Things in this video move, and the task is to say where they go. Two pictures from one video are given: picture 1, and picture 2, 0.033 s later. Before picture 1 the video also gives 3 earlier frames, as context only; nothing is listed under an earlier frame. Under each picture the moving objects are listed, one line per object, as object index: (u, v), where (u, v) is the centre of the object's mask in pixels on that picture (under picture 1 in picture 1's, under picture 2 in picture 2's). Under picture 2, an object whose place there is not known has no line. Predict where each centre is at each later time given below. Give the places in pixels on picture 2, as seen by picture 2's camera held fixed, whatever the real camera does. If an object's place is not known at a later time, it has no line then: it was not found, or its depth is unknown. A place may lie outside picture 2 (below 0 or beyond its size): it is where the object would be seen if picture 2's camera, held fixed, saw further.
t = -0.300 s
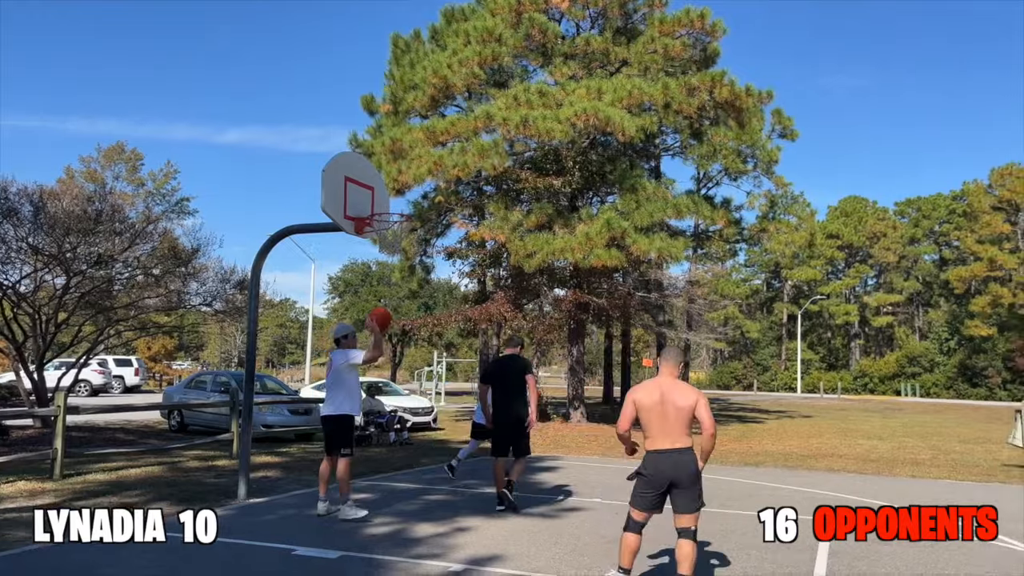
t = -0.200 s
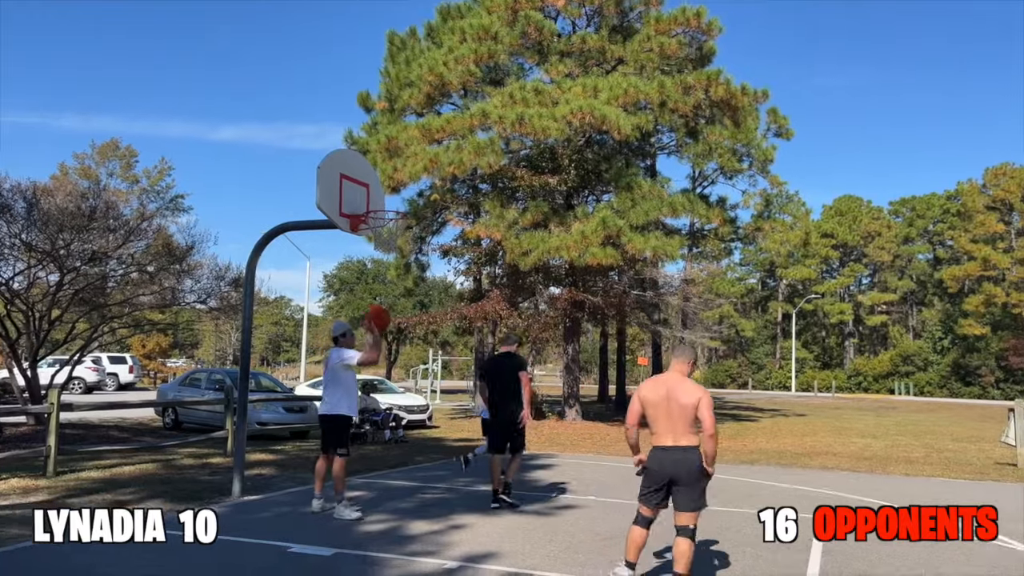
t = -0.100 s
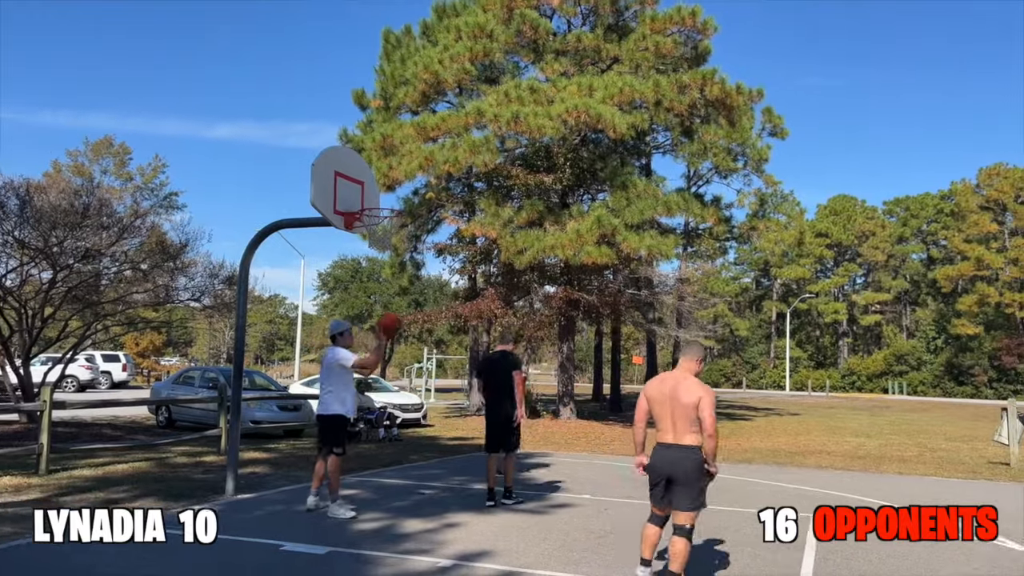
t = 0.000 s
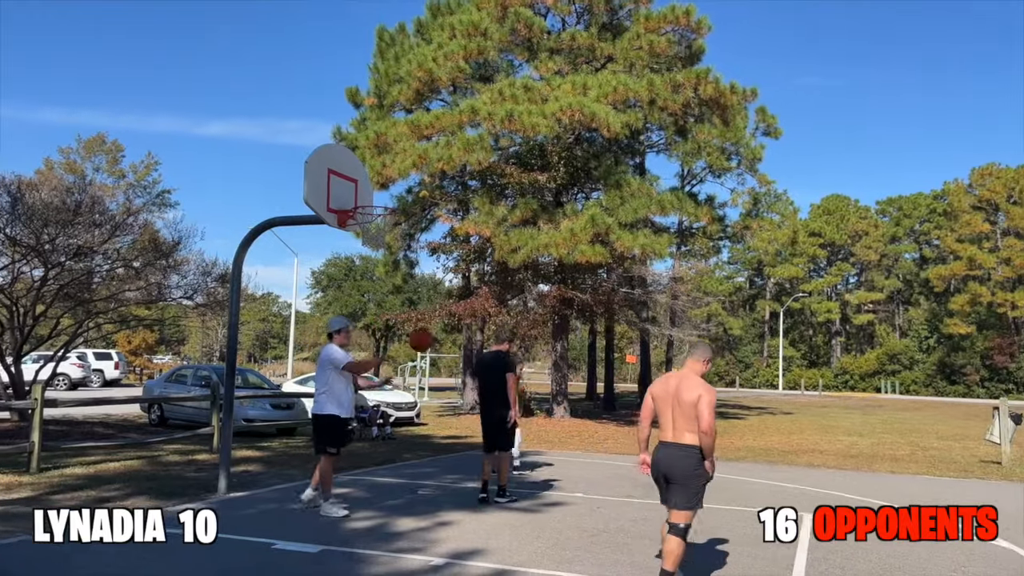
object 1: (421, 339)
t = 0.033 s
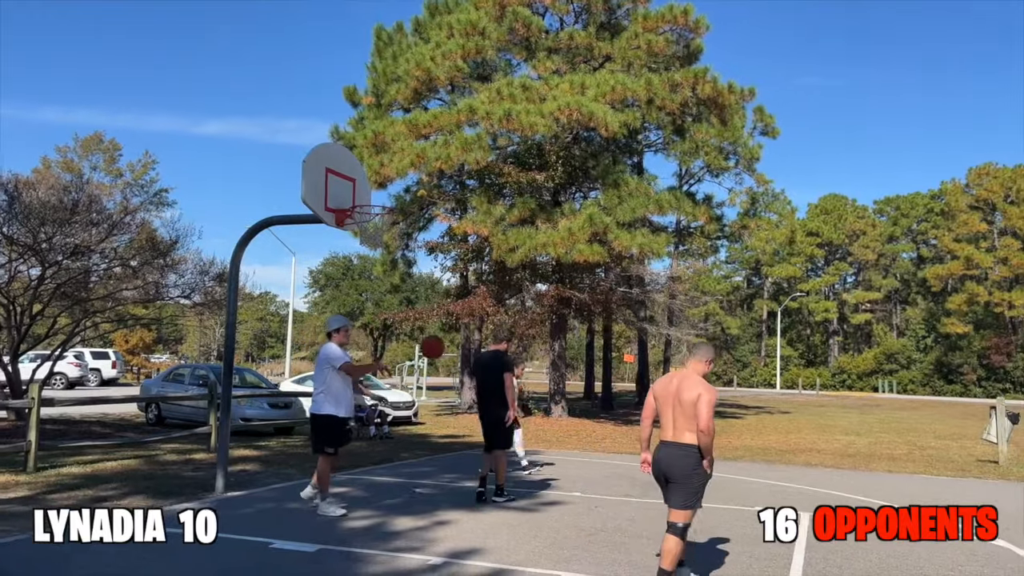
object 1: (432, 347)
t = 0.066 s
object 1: (446, 357)
